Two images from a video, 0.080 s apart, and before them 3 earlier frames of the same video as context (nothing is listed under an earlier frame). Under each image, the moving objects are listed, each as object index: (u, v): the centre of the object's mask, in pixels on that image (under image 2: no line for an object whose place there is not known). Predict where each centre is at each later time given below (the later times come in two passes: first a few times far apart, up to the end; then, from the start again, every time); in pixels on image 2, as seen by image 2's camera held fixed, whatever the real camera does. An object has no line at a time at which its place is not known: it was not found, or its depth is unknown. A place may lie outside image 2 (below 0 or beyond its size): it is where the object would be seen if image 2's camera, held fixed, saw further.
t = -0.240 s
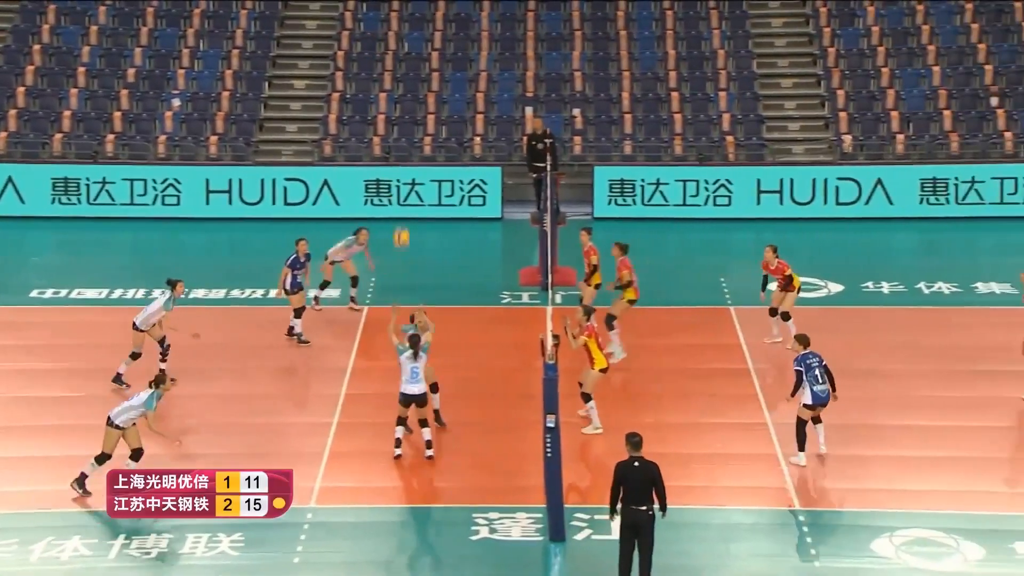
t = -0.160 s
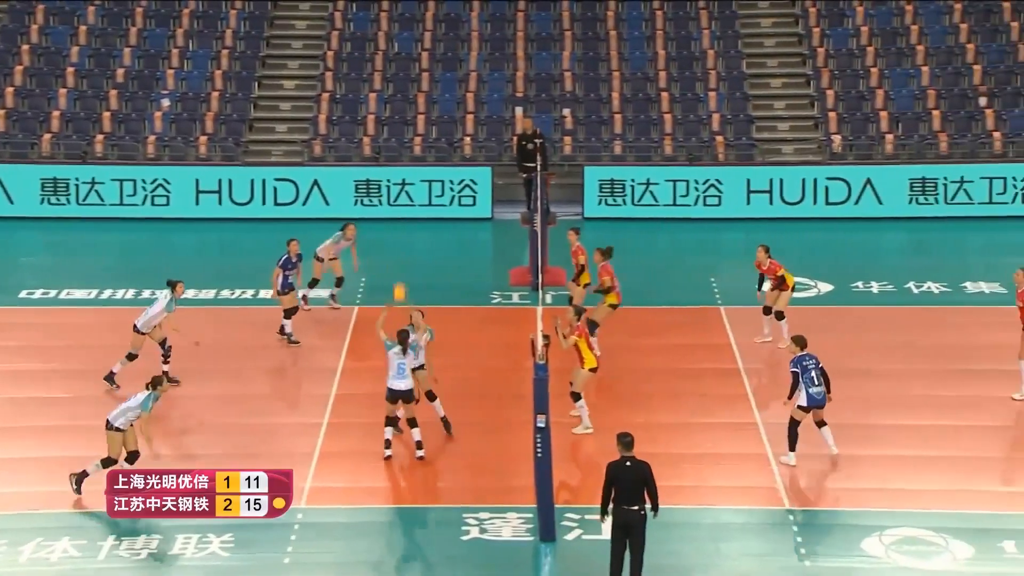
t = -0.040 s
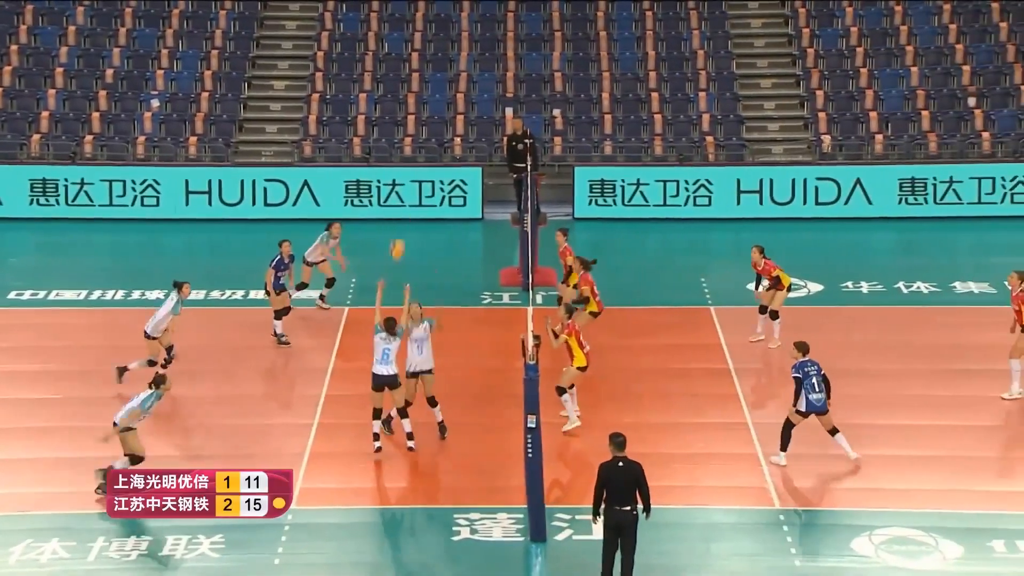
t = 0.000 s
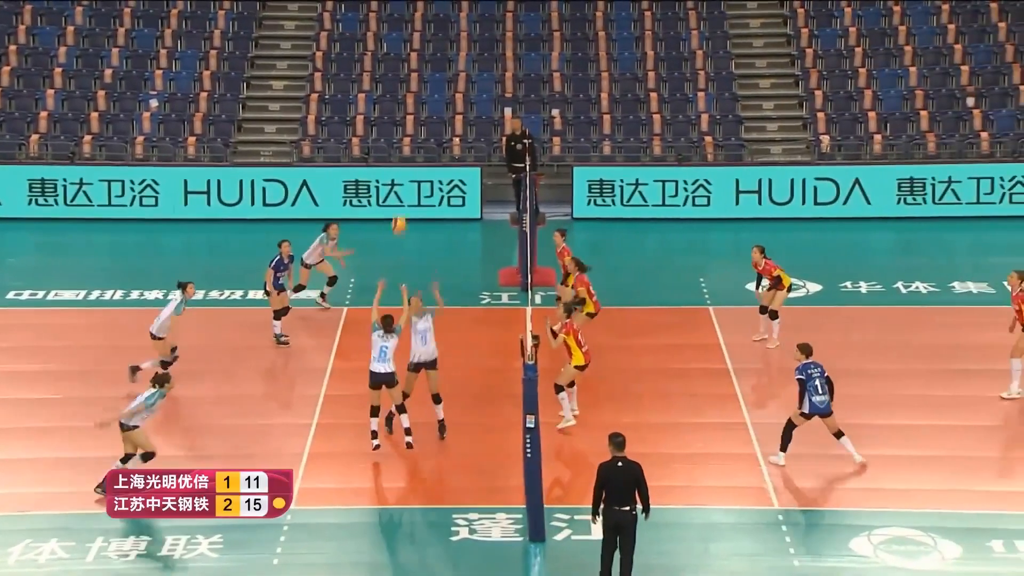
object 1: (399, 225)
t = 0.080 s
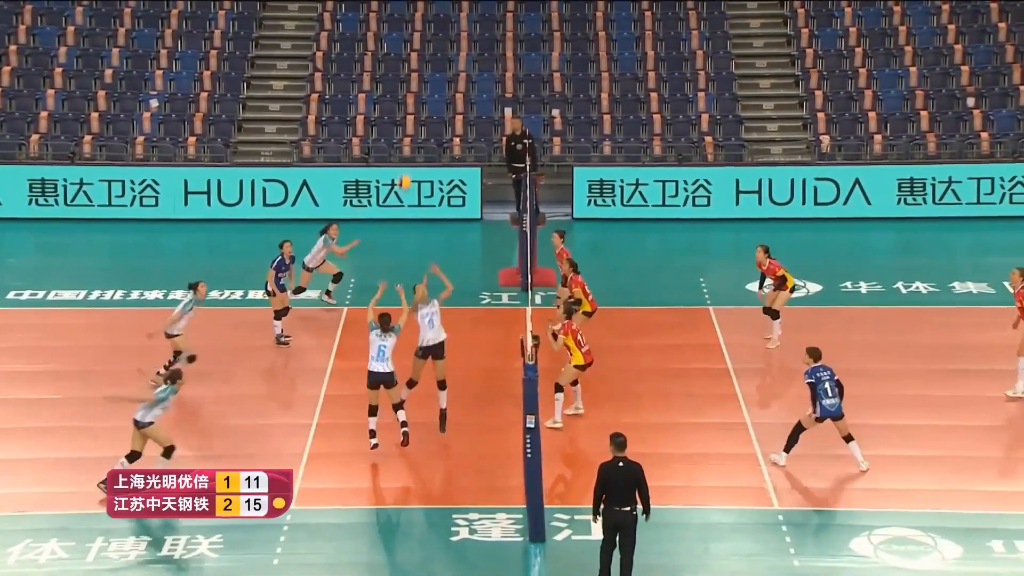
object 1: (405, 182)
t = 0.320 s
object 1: (420, 85)
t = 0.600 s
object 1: (434, 36)
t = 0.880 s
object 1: (445, 41)
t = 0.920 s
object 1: (446, 45)
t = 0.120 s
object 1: (406, 162)
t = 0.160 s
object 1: (409, 145)
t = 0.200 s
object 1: (414, 128)
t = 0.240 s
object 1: (414, 113)
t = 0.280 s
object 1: (418, 99)
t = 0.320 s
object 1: (420, 85)
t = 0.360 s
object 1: (422, 75)
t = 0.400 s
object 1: (424, 65)
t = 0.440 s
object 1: (426, 57)
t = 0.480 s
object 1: (428, 50)
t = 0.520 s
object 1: (430, 44)
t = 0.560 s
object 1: (432, 39)
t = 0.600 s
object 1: (434, 36)
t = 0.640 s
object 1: (436, 32)
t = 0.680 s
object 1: (438, 31)
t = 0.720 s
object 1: (440, 31)
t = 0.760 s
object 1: (442, 32)
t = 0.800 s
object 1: (444, 34)
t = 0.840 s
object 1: (446, 37)
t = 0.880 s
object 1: (445, 41)
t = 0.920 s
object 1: (446, 45)
